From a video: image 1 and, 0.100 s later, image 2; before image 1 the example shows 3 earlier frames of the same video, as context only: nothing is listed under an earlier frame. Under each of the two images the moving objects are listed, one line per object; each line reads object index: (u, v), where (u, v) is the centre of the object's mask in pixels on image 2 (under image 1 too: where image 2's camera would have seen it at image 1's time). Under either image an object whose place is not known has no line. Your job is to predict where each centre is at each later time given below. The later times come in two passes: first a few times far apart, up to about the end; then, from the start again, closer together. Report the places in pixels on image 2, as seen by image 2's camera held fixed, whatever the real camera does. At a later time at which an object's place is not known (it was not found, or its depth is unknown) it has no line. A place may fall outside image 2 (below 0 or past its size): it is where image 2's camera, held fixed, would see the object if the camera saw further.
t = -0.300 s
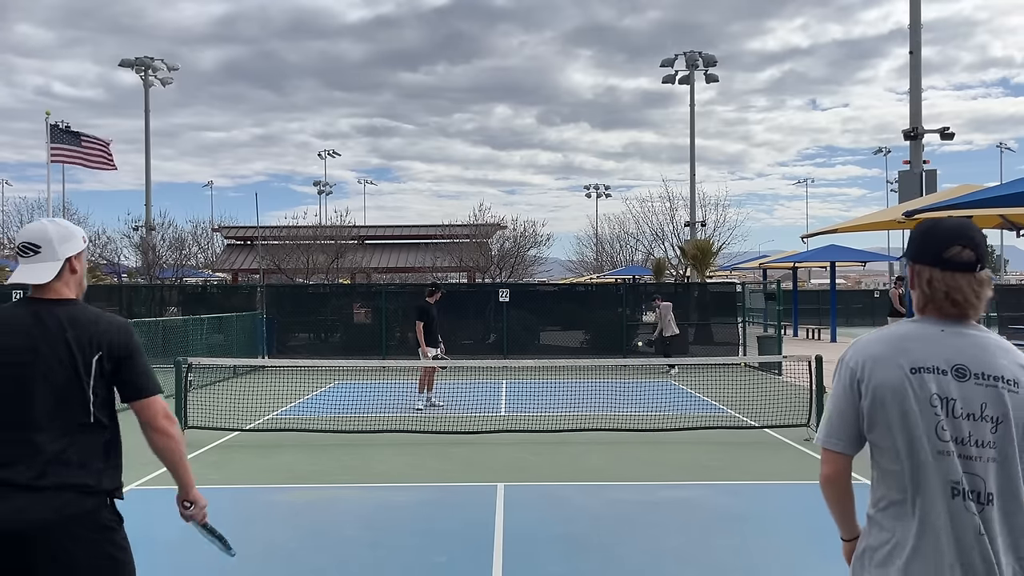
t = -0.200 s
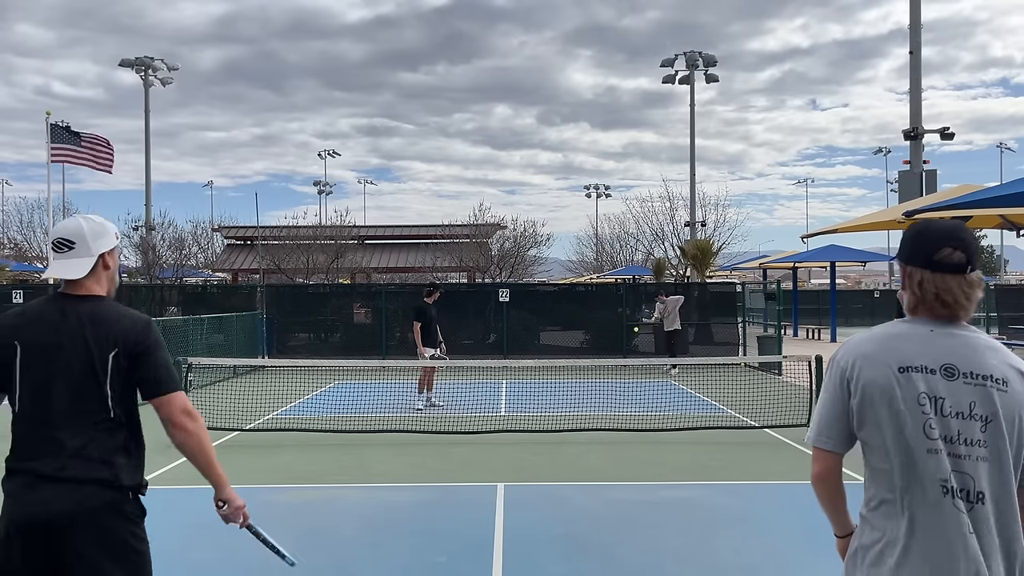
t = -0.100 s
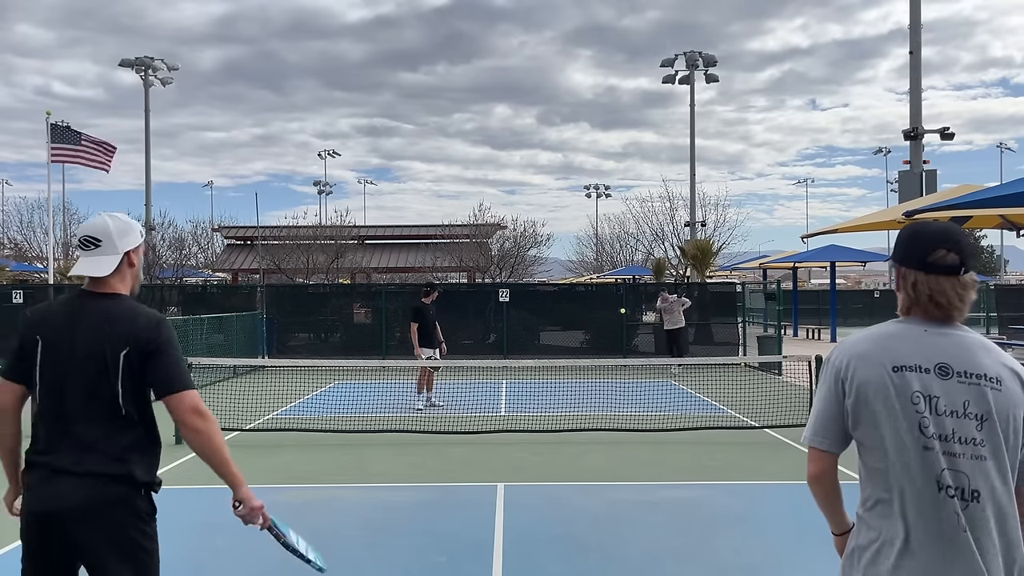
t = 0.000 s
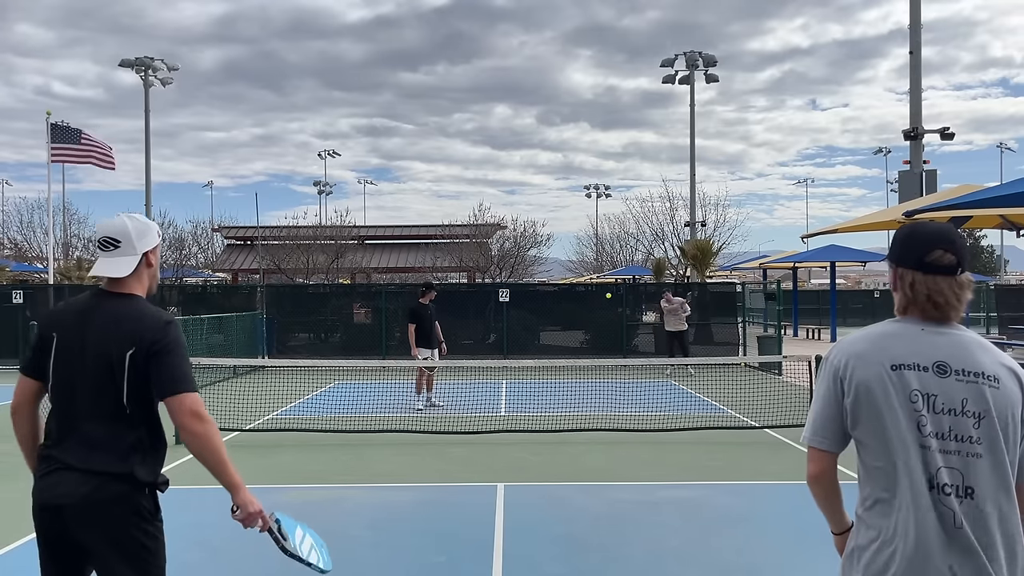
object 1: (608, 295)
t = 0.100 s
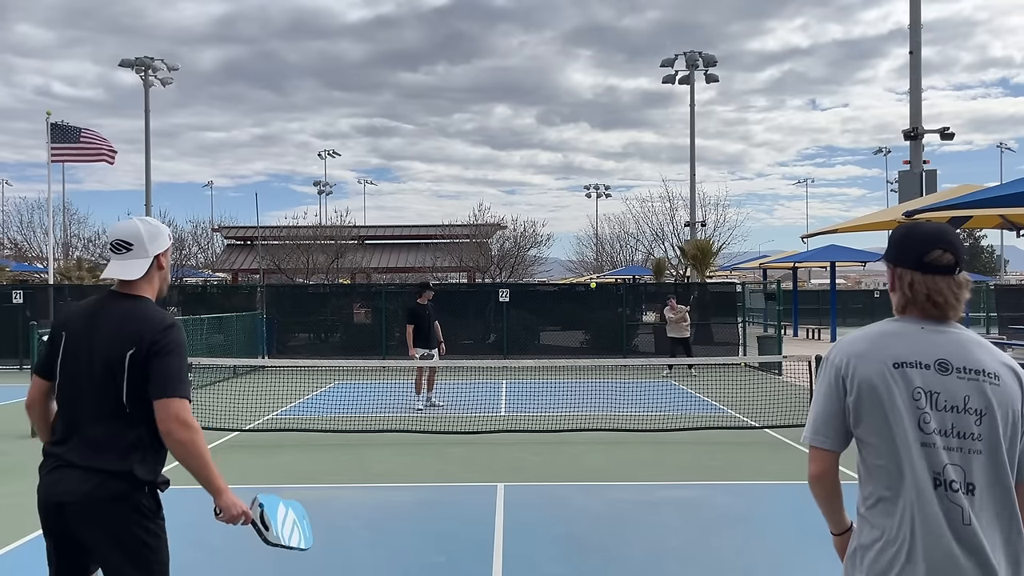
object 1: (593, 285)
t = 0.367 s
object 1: (547, 292)
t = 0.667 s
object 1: (474, 425)
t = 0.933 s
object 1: (379, 538)
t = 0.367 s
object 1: (547, 292)
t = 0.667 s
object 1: (474, 425)
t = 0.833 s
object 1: (411, 570)
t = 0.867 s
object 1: (401, 559)
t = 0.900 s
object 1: (391, 547)
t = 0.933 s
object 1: (379, 538)
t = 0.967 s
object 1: (367, 531)
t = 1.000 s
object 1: (355, 526)
